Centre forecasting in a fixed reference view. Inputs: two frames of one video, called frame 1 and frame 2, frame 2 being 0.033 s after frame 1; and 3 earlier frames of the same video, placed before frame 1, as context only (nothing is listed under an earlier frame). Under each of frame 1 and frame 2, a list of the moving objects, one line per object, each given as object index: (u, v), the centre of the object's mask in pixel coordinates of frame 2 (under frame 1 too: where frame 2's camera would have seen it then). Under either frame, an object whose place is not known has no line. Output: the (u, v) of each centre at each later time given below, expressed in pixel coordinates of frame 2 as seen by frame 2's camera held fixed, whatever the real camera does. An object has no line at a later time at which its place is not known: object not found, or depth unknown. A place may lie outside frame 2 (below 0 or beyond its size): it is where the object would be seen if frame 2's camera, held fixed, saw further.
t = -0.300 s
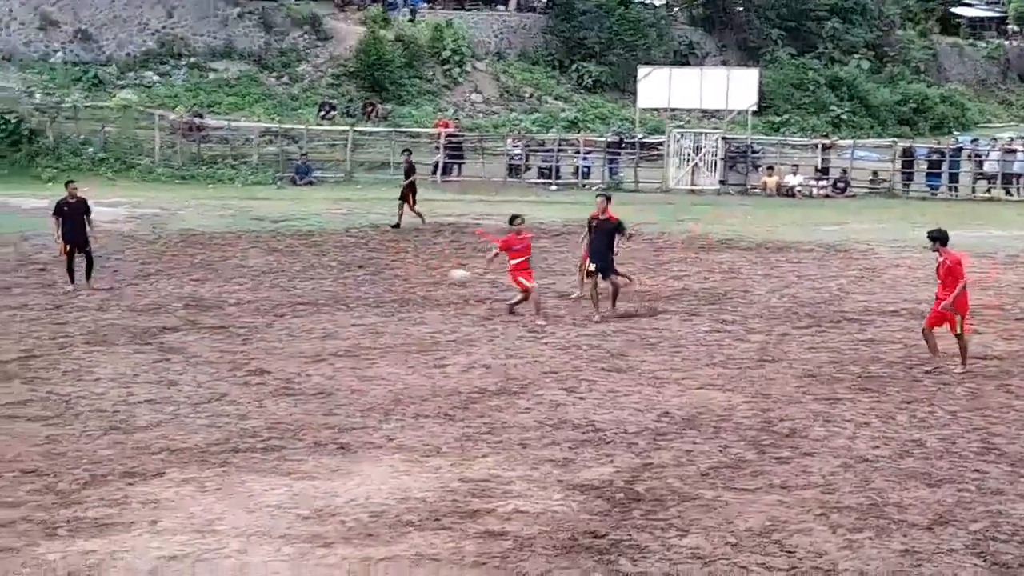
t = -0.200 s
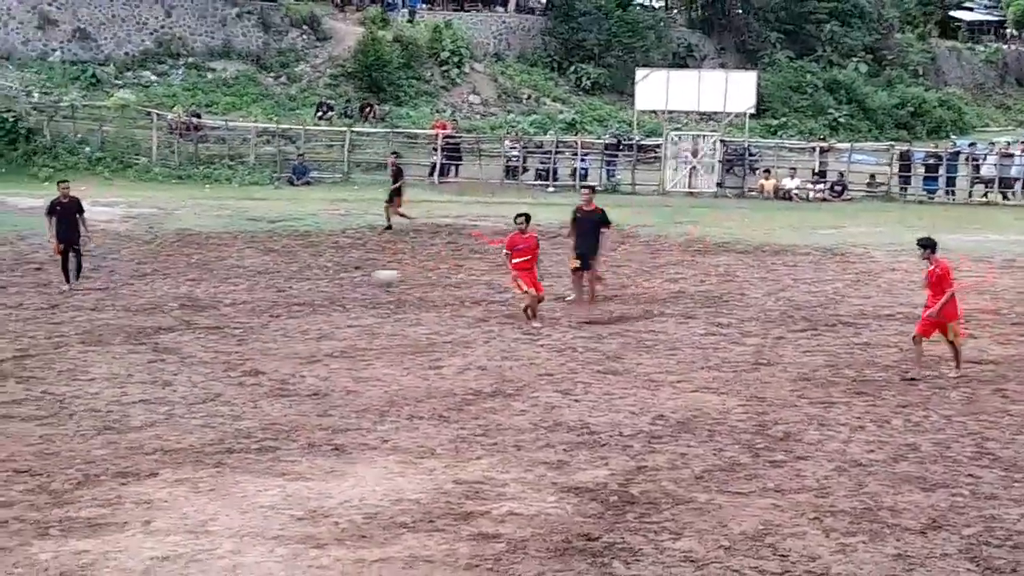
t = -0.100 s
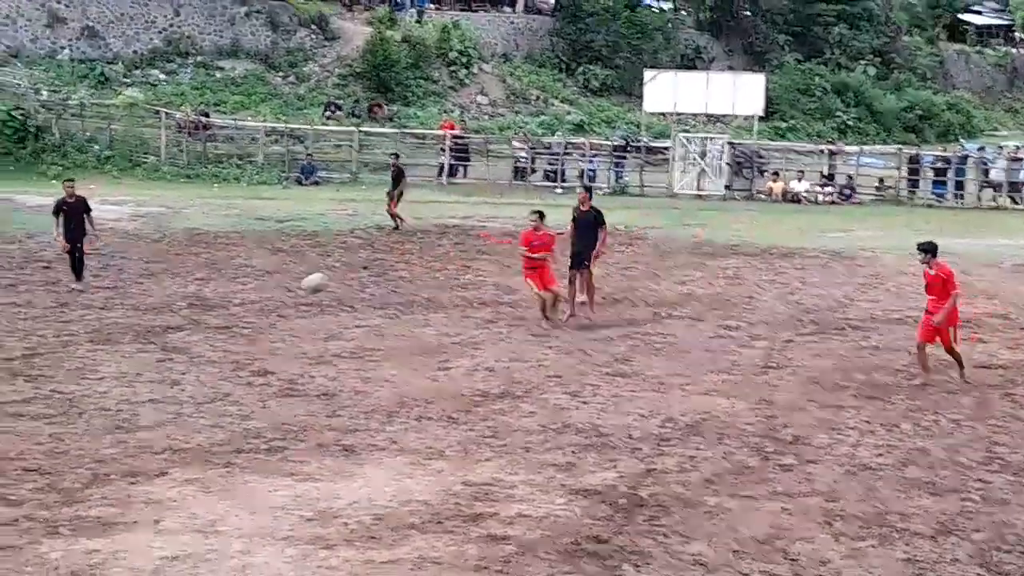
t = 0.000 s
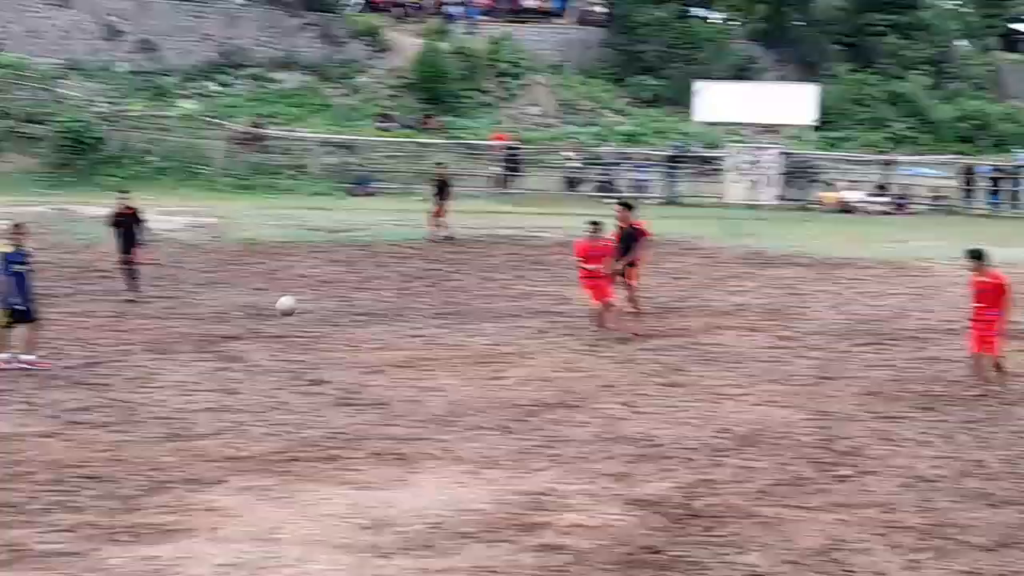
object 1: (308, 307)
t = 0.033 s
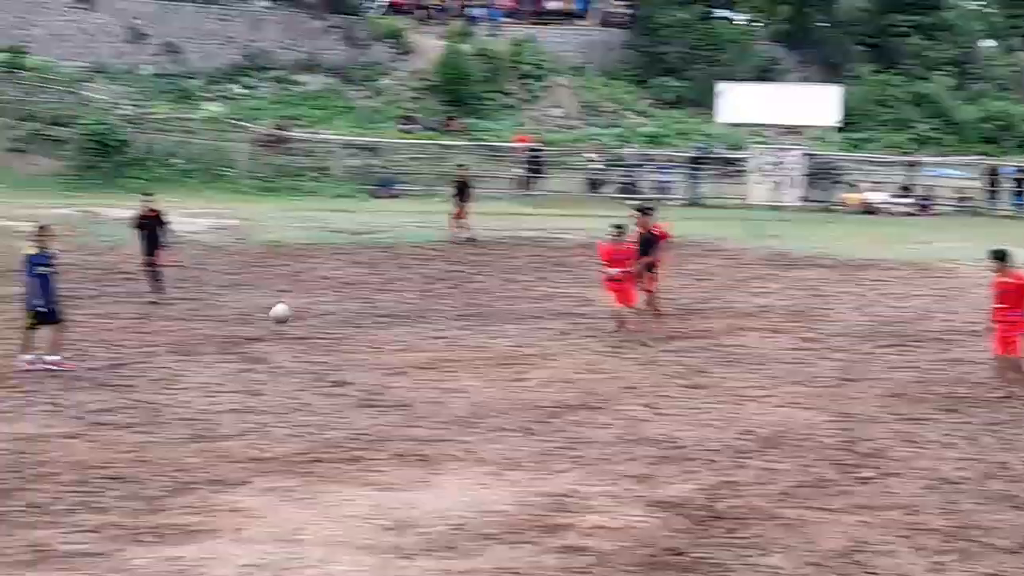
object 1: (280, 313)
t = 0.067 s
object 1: (251, 319)
